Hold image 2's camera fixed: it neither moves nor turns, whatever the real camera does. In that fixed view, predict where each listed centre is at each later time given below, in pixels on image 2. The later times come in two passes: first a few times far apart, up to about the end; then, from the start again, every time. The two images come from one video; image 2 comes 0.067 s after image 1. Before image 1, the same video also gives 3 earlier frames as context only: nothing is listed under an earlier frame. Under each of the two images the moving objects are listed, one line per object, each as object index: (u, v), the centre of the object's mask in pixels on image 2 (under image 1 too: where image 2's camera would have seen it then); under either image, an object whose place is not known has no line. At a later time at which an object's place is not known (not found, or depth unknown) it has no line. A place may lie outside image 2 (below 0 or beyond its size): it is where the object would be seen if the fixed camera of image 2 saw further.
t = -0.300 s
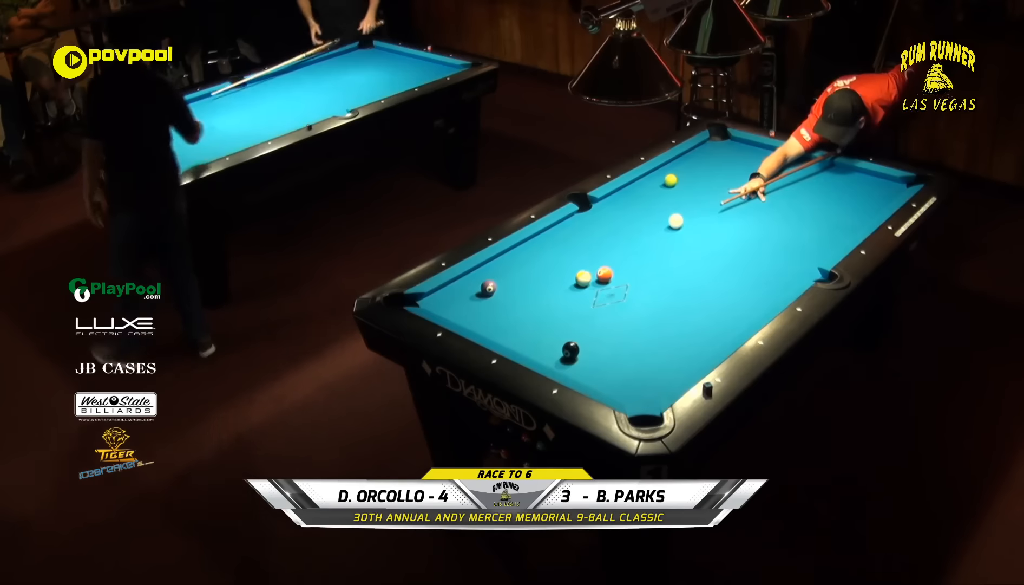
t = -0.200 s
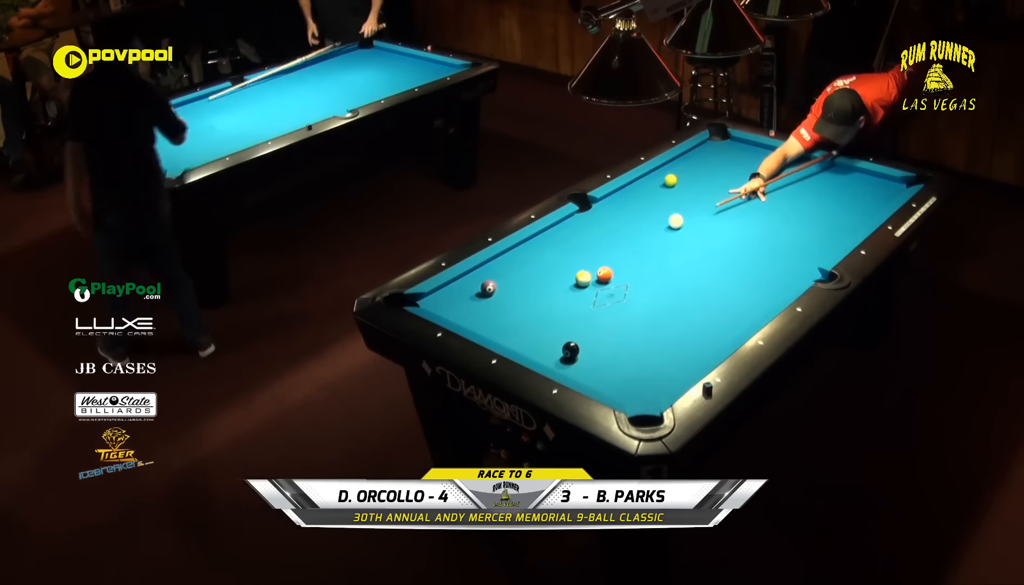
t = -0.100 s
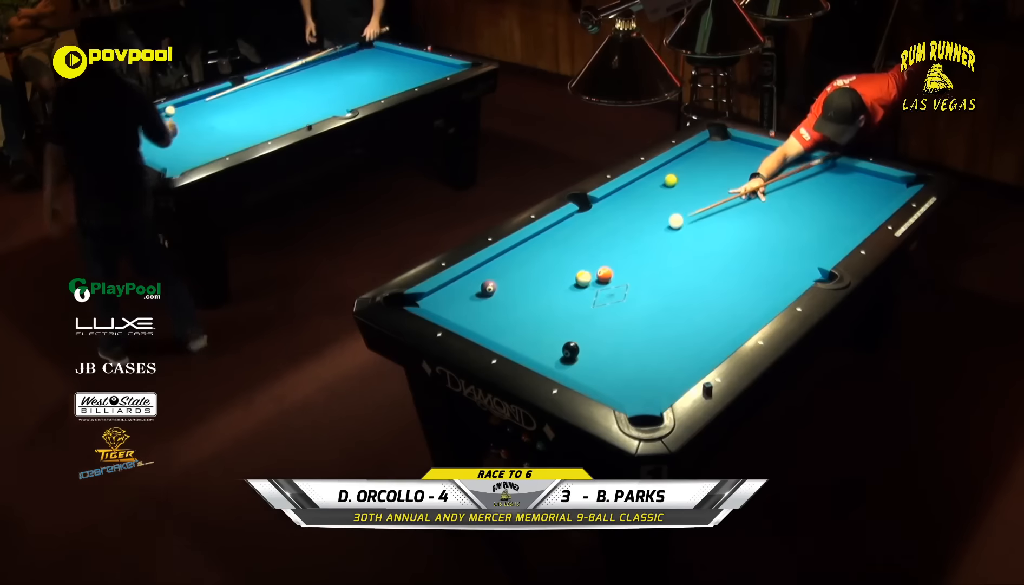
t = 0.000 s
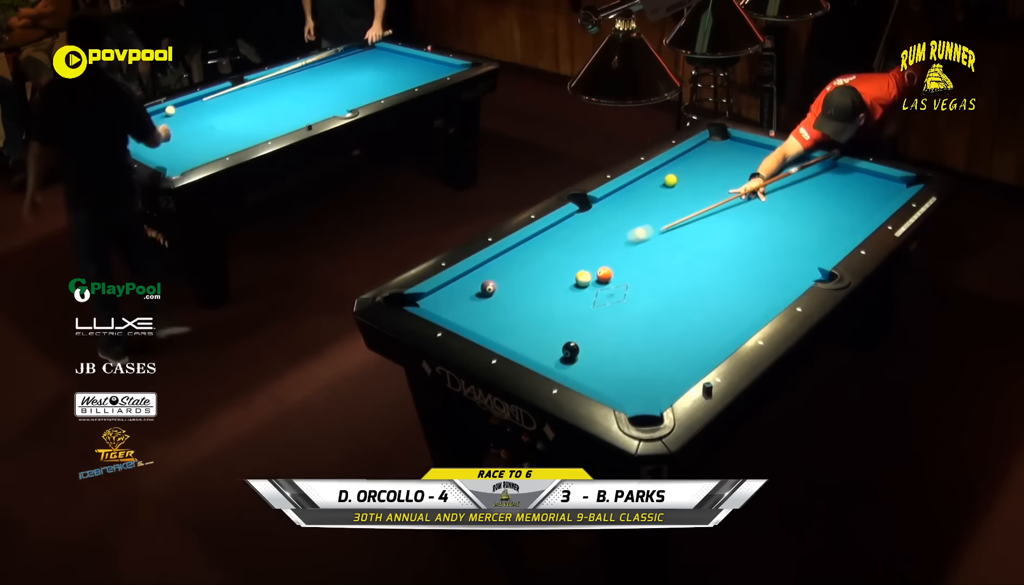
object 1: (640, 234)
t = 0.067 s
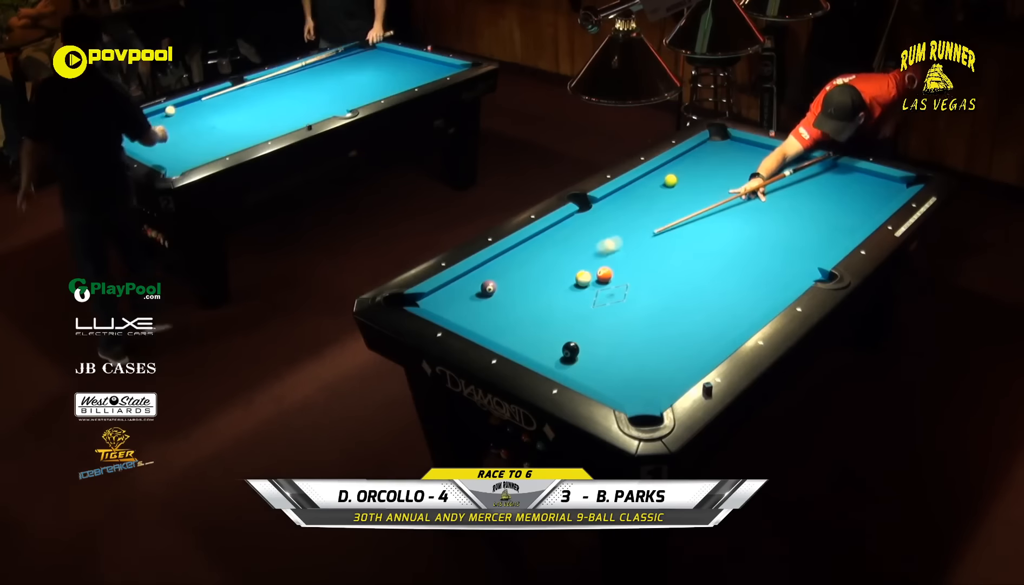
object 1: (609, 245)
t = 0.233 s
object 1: (535, 272)
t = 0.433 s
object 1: (503, 295)
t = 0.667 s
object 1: (483, 319)
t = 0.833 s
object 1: (489, 325)
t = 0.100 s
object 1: (595, 250)
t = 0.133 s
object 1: (580, 256)
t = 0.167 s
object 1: (565, 261)
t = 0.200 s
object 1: (550, 267)
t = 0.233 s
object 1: (535, 272)
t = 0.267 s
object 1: (520, 278)
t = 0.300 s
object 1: (506, 284)
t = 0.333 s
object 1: (504, 287)
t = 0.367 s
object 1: (505, 289)
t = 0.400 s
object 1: (504, 292)
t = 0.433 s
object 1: (503, 295)
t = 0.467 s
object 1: (501, 298)
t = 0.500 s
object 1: (498, 302)
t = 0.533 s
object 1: (495, 305)
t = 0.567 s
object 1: (492, 308)
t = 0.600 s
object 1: (489, 312)
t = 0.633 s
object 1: (486, 315)
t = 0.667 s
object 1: (483, 319)
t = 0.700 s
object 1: (480, 322)
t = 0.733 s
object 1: (477, 325)
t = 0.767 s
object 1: (479, 325)
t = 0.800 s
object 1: (484, 326)
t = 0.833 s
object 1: (489, 325)
